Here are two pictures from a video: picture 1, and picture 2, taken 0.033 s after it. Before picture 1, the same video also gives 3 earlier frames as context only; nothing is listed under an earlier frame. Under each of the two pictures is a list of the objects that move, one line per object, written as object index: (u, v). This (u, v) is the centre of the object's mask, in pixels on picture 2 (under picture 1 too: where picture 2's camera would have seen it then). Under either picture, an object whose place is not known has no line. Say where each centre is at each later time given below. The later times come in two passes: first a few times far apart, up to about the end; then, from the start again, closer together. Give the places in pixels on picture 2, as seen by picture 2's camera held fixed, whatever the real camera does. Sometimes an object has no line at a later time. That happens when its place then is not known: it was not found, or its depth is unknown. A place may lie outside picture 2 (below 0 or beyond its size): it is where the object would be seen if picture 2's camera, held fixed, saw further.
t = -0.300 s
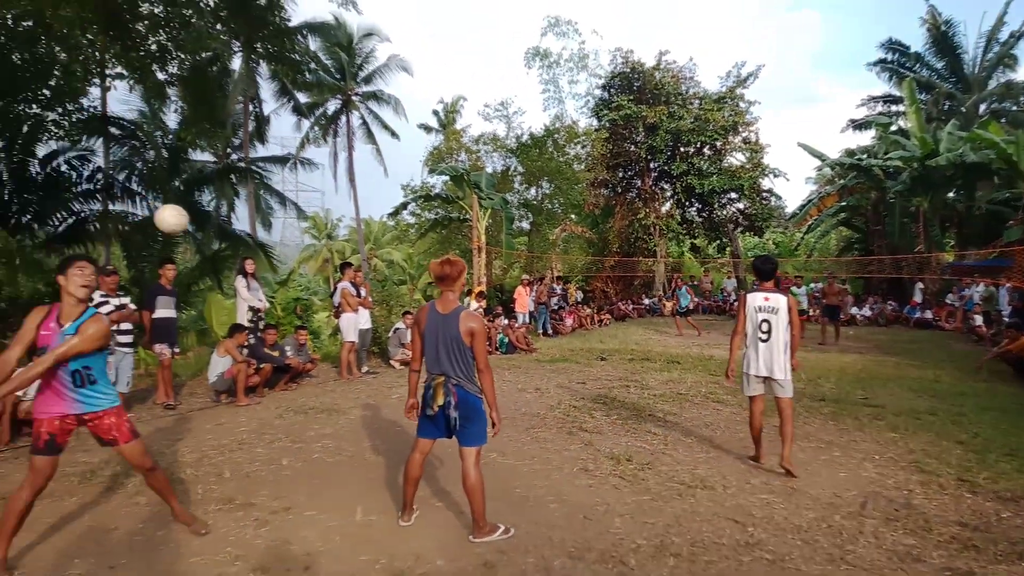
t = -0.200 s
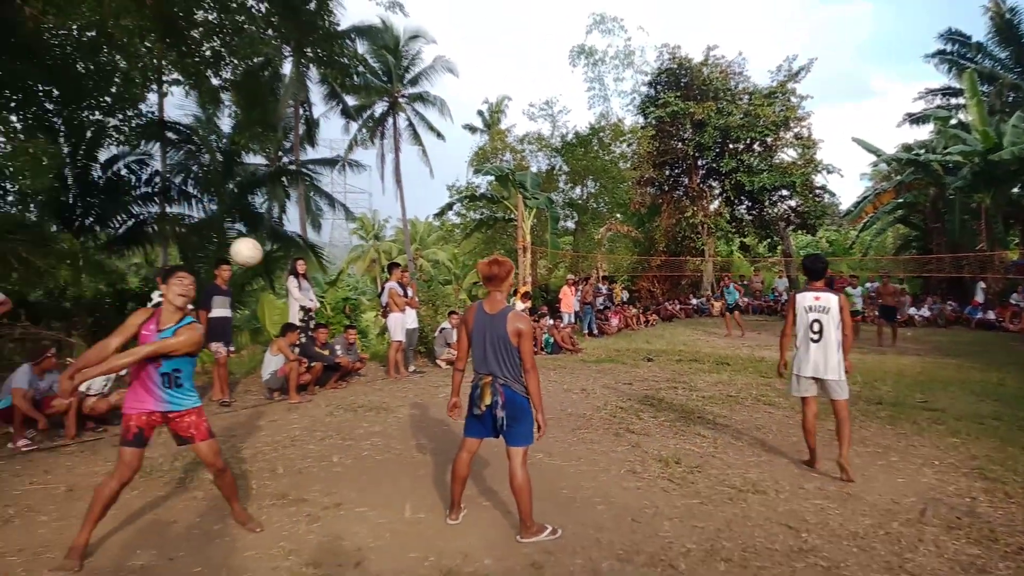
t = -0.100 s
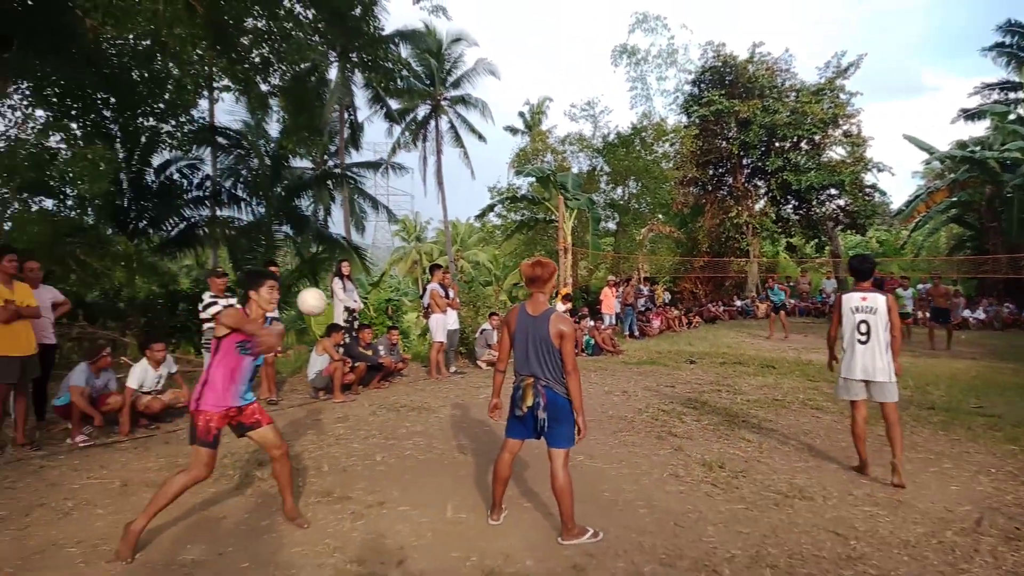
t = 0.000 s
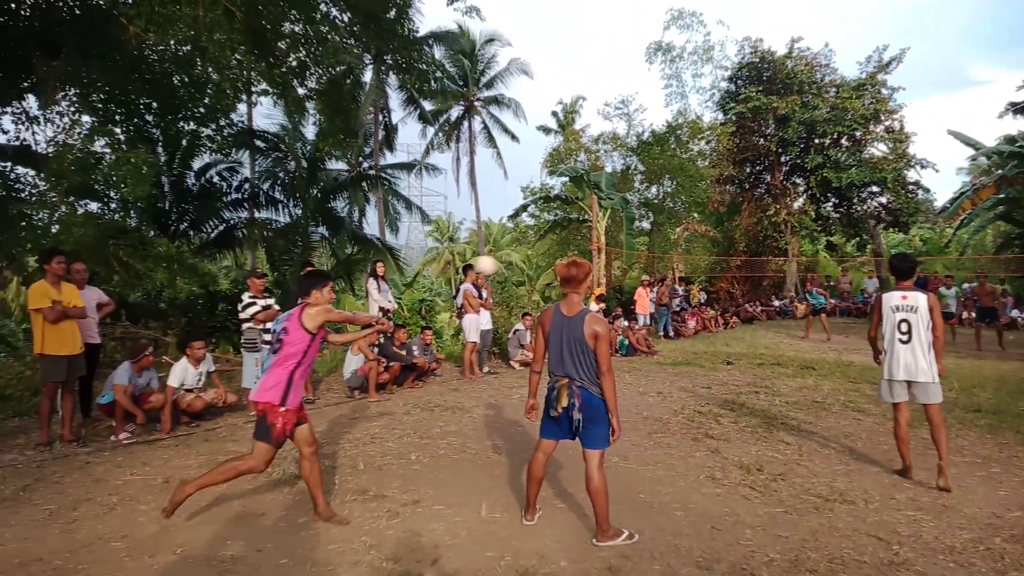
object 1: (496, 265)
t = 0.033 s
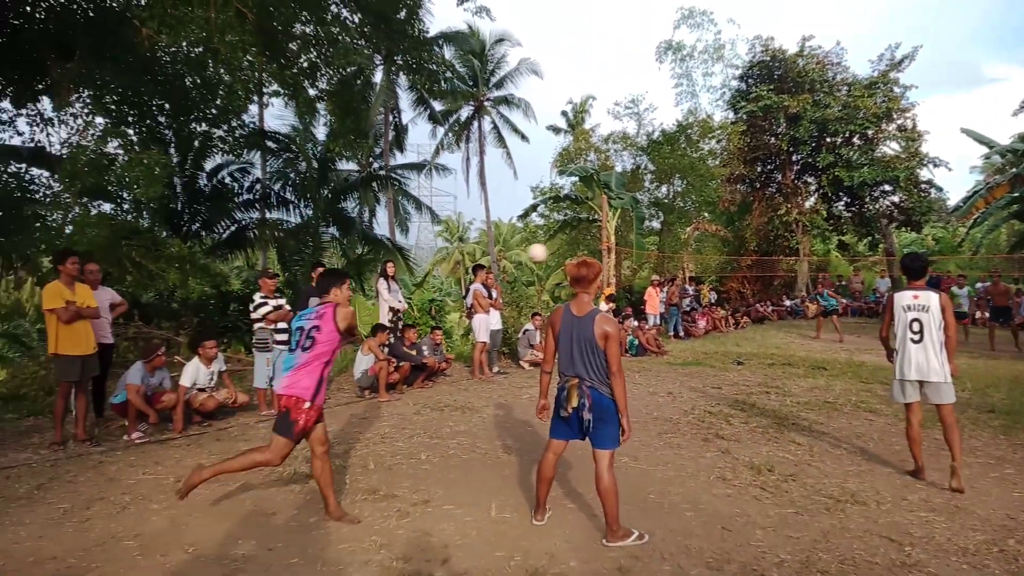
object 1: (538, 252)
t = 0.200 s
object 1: (672, 227)
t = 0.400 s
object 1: (749, 242)
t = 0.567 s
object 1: (778, 262)
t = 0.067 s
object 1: (572, 243)
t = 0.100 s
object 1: (602, 236)
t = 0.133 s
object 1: (629, 231)
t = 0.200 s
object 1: (672, 227)
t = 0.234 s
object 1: (691, 228)
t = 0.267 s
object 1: (707, 229)
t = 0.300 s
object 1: (719, 232)
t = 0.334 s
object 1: (731, 234)
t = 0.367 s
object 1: (741, 238)
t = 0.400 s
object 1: (749, 242)
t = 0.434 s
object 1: (757, 245)
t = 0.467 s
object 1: (764, 249)
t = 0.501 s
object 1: (770, 254)
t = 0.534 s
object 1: (776, 258)
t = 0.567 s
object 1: (778, 262)
